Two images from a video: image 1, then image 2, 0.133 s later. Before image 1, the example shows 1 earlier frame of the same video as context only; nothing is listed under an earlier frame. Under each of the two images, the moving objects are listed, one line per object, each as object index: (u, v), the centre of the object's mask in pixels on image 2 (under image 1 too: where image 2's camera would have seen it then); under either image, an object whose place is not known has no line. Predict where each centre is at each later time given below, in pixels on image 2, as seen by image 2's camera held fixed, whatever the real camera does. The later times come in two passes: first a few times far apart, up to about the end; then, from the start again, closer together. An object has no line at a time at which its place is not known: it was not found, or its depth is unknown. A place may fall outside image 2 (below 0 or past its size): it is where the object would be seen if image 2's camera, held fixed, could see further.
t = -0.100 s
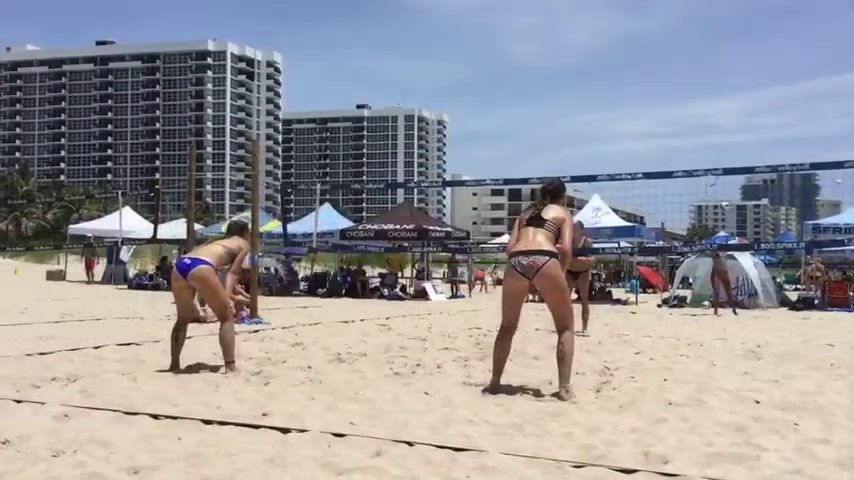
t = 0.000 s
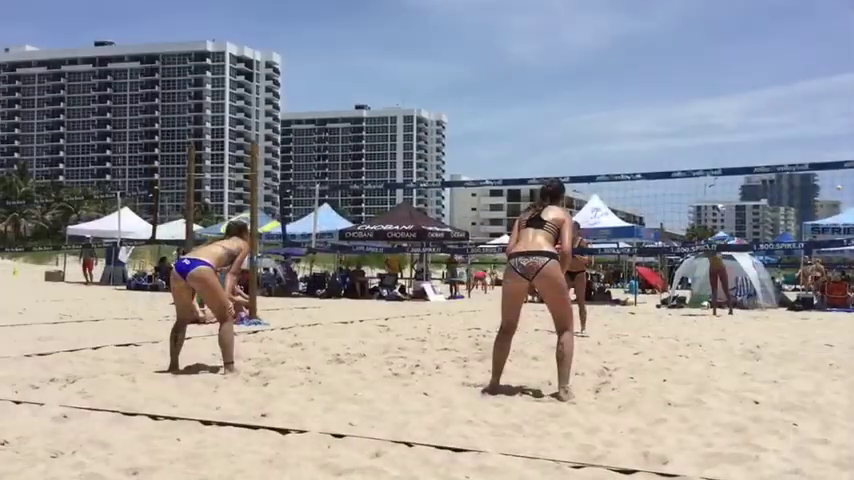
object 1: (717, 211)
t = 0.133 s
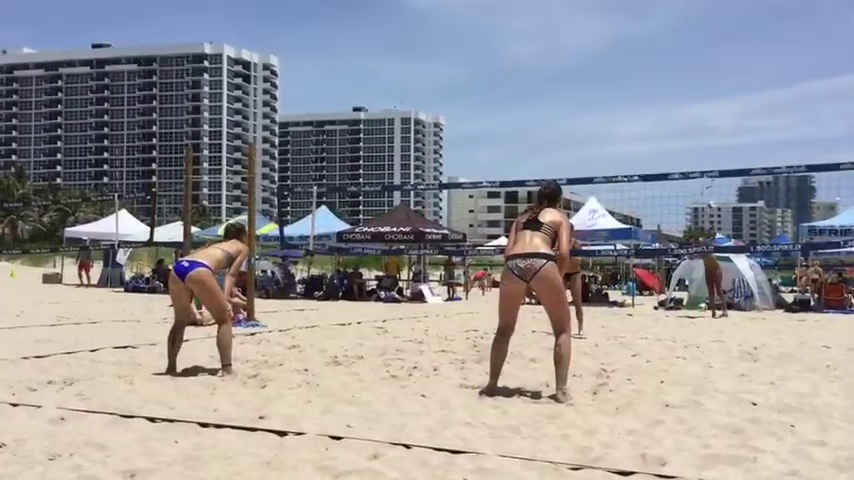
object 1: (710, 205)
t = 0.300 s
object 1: (696, 165)
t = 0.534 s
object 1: (662, 118)
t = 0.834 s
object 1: (603, 92)
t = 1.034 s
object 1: (544, 119)
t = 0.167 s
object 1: (707, 195)
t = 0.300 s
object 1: (696, 165)
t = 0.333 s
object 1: (692, 157)
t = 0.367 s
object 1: (687, 150)
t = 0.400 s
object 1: (683, 143)
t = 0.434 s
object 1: (678, 136)
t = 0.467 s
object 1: (672, 129)
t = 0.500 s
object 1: (667, 124)
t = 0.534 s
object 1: (662, 118)
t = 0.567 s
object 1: (656, 113)
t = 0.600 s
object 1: (651, 108)
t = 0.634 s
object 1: (645, 104)
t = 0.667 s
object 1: (639, 100)
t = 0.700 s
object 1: (633, 96)
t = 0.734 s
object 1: (627, 94)
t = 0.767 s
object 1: (620, 93)
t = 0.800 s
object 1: (611, 92)
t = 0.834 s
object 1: (603, 92)
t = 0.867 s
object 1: (595, 94)
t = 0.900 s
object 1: (585, 96)
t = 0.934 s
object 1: (575, 100)
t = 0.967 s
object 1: (566, 104)
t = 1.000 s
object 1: (555, 111)
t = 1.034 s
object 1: (544, 119)
